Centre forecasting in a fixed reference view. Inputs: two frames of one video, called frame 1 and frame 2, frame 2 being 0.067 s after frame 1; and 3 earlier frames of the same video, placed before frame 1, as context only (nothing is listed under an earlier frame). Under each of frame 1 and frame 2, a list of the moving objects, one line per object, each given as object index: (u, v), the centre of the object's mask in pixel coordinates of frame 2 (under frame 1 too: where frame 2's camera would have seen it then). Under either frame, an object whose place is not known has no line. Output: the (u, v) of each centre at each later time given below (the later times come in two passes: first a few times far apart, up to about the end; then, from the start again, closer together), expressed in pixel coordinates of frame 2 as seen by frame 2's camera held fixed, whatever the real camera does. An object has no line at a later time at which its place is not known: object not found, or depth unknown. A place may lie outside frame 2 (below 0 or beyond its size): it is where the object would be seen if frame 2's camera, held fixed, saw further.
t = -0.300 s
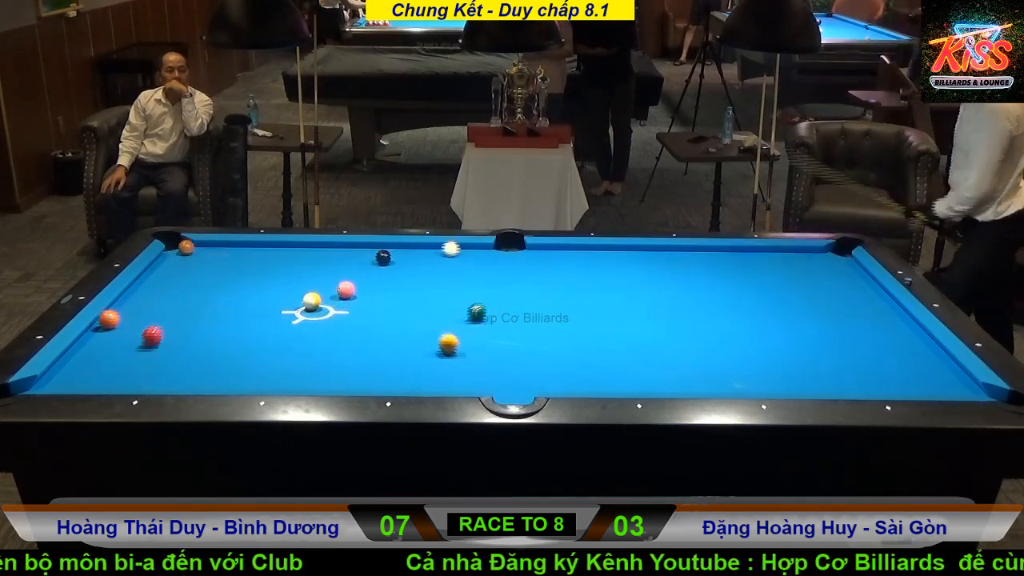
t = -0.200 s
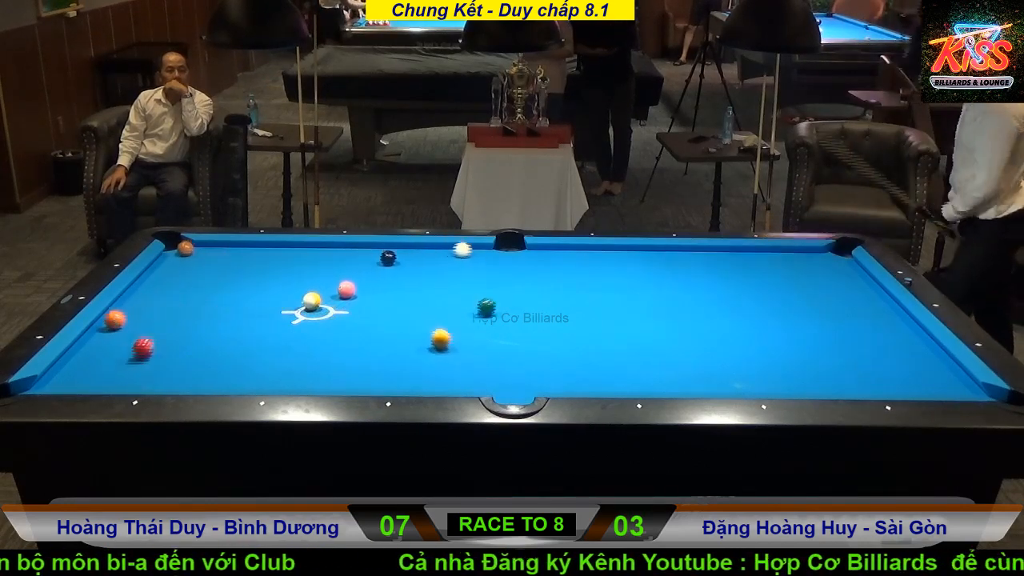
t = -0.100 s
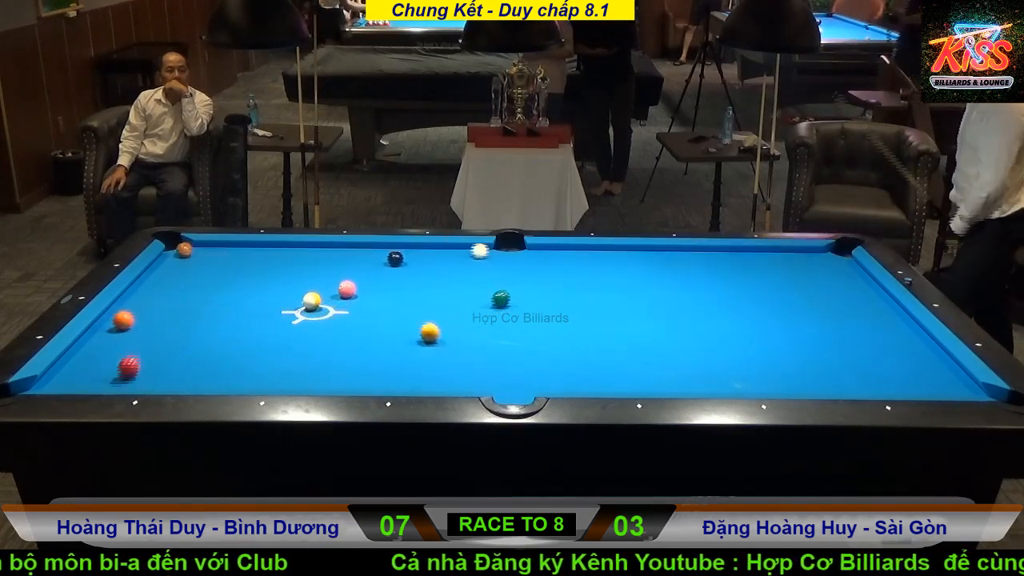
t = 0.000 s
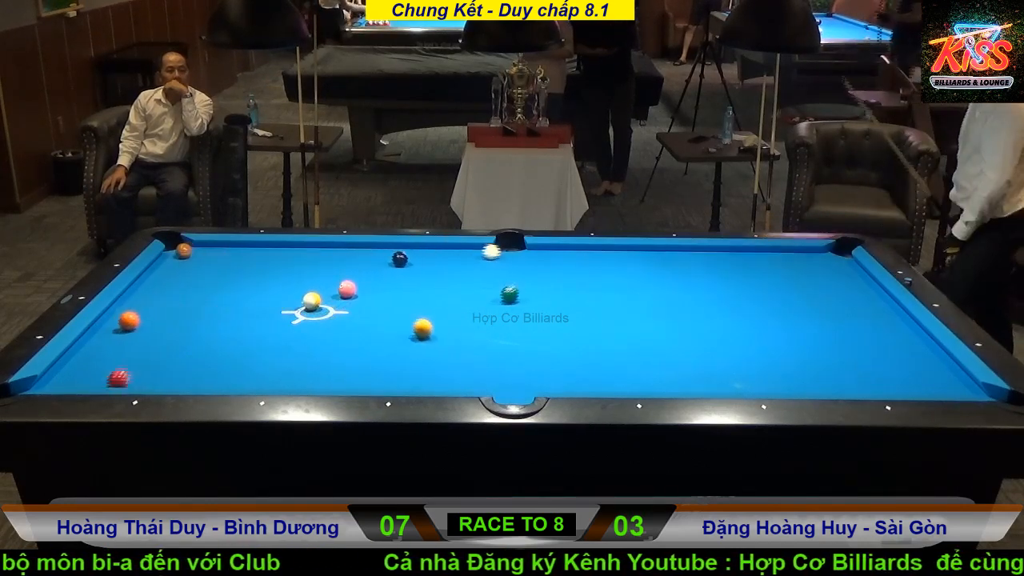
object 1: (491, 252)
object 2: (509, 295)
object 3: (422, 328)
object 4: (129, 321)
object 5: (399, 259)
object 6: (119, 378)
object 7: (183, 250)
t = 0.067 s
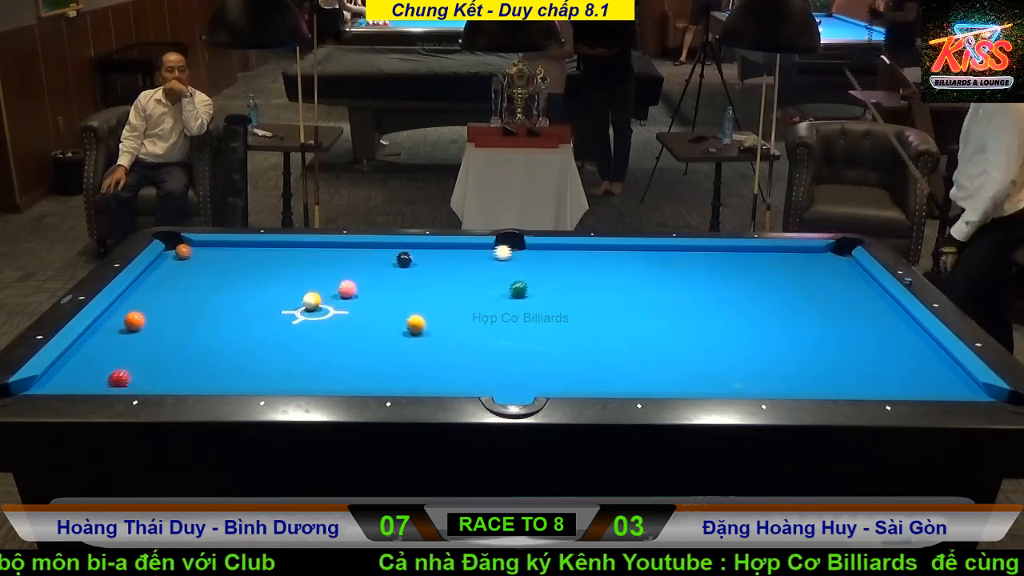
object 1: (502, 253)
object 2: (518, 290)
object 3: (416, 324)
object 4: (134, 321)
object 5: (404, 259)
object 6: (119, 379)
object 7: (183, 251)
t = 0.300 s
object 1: (536, 255)
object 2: (542, 277)
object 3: (397, 313)
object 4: (149, 322)
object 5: (416, 261)
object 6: (139, 356)
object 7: (181, 254)
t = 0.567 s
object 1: (570, 255)
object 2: (565, 265)
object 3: (380, 303)
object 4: (165, 322)
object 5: (428, 261)
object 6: (155, 336)
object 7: (181, 255)
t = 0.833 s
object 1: (612, 253)
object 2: (581, 259)
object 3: (363, 292)
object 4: (189, 312)
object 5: (439, 263)
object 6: (160, 328)
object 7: (179, 257)
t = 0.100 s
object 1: (508, 253)
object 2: (522, 287)
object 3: (412, 322)
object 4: (137, 321)
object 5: (406, 260)
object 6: (123, 375)
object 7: (182, 252)
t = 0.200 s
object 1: (519, 254)
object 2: (530, 283)
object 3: (406, 318)
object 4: (142, 322)
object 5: (410, 260)
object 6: (129, 367)
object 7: (182, 252)
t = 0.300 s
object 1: (536, 255)
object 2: (542, 277)
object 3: (397, 313)
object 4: (149, 322)
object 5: (416, 261)
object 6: (139, 356)
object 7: (181, 254)
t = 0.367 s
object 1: (542, 255)
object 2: (546, 274)
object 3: (393, 311)
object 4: (152, 322)
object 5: (418, 261)
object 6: (142, 353)
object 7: (181, 254)
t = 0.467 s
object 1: (558, 255)
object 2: (557, 269)
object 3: (385, 306)
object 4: (159, 323)
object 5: (424, 261)
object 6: (150, 342)
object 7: (181, 255)
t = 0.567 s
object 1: (570, 255)
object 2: (565, 265)
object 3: (380, 303)
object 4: (165, 322)
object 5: (428, 261)
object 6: (155, 336)
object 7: (181, 255)
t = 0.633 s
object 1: (582, 256)
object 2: (570, 263)
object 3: (374, 300)
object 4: (171, 321)
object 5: (431, 262)
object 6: (159, 331)
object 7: (180, 256)
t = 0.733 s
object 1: (600, 254)
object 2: (576, 260)
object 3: (367, 295)
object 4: (182, 316)
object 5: (436, 262)
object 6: (160, 329)
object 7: (180, 257)
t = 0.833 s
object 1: (612, 253)
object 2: (581, 259)
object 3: (363, 292)
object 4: (189, 312)
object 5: (439, 263)
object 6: (160, 328)
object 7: (179, 257)
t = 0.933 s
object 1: (630, 251)
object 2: (586, 258)
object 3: (363, 290)
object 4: (200, 307)
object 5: (444, 263)
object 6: (161, 326)
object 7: (179, 257)
